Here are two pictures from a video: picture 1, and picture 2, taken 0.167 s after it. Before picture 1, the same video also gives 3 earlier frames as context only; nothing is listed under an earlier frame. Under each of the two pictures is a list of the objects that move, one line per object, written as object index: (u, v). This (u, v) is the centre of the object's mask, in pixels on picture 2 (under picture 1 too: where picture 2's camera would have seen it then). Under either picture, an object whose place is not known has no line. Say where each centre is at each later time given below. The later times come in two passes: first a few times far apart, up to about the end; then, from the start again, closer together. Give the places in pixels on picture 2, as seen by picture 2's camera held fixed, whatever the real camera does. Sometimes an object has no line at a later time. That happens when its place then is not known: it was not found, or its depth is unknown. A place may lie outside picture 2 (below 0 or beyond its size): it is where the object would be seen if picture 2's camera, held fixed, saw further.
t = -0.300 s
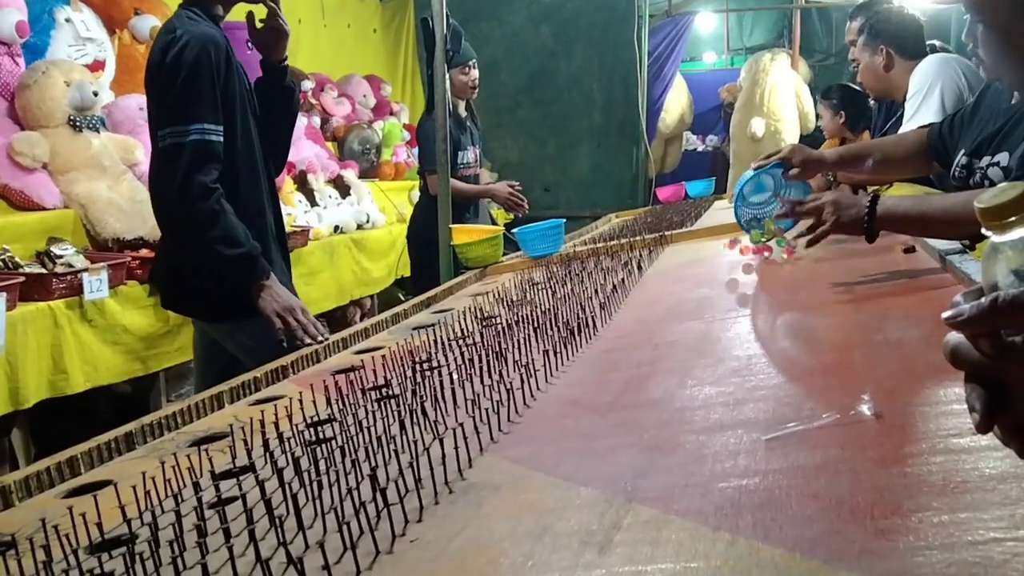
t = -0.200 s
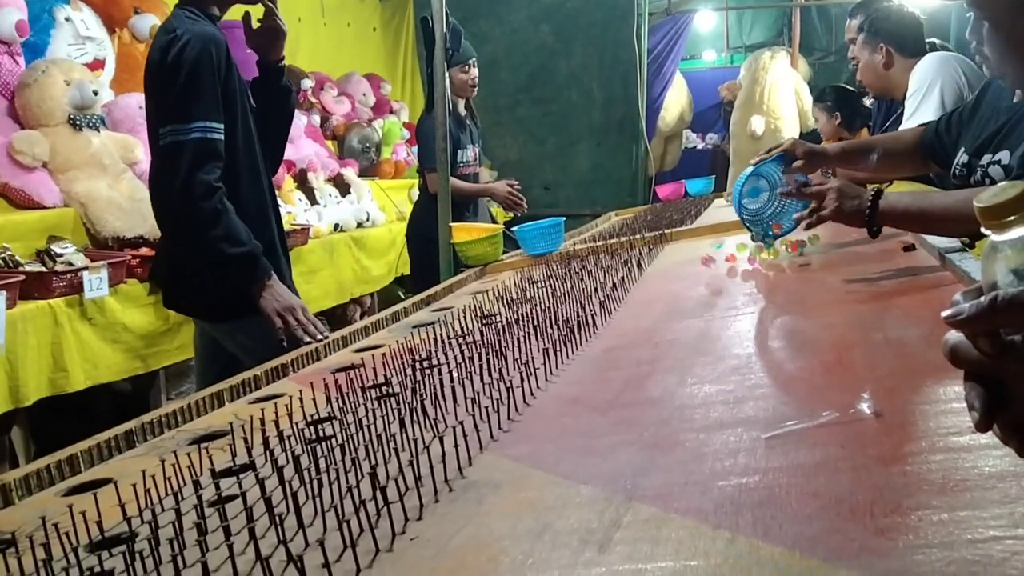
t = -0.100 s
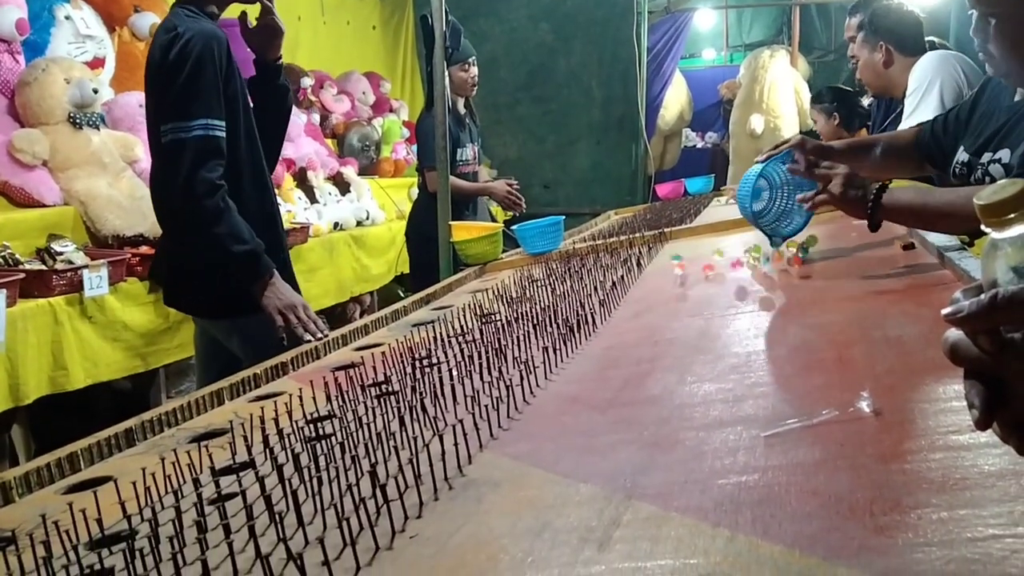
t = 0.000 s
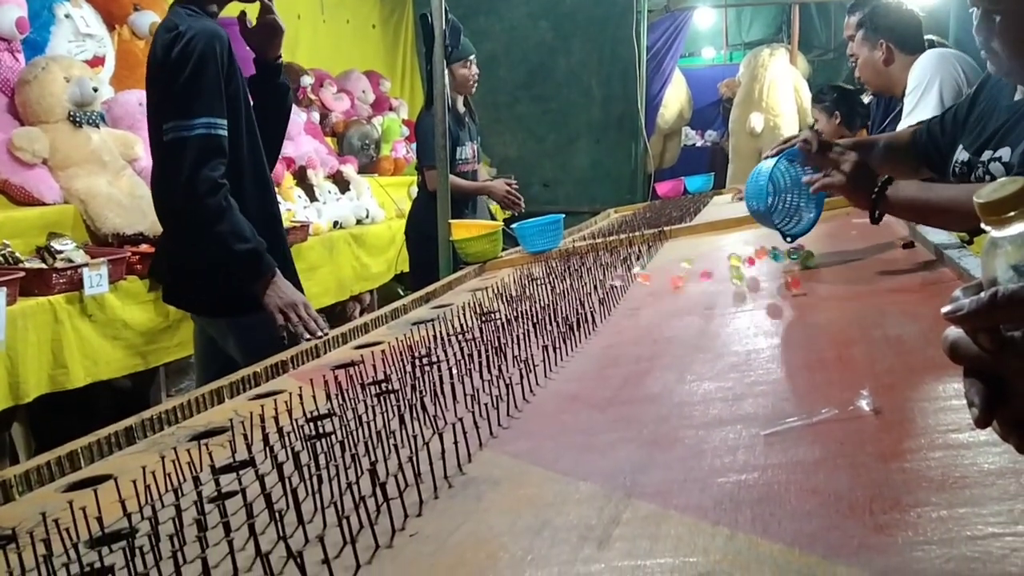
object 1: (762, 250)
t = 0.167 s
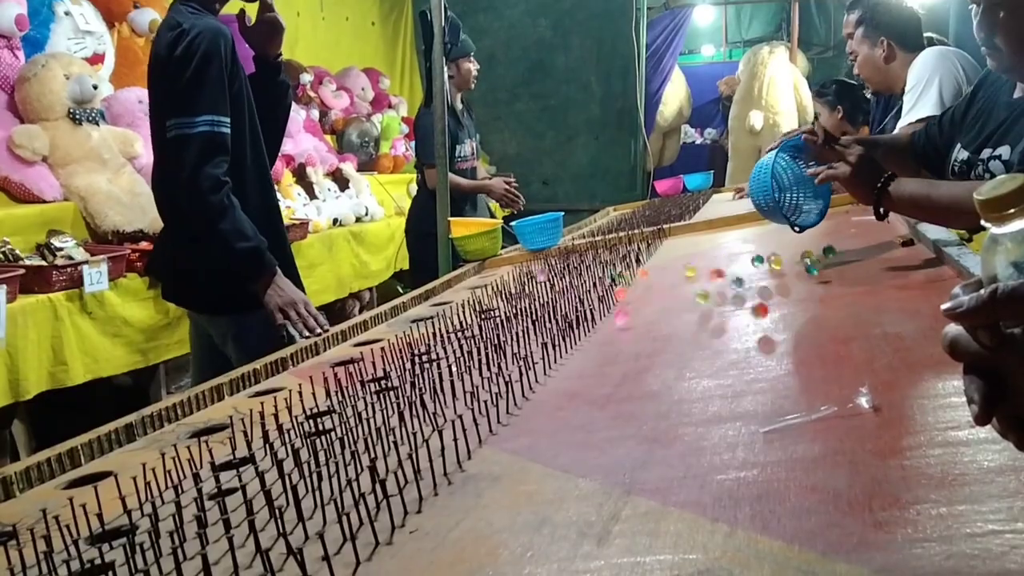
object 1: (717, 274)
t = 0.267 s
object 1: (674, 306)
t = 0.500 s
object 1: (581, 343)
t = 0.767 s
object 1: (538, 375)
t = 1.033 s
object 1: (535, 409)
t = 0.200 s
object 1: (707, 284)
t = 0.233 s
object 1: (689, 301)
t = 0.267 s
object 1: (674, 306)
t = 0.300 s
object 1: (655, 304)
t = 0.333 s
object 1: (636, 310)
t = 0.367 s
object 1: (616, 325)
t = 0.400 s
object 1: (594, 335)
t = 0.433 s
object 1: (571, 331)
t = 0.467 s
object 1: (575, 333)
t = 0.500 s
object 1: (581, 343)
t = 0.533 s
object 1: (581, 346)
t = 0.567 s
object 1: (572, 342)
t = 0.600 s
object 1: (566, 346)
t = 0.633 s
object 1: (558, 361)
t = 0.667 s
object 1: (553, 359)
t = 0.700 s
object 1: (549, 358)
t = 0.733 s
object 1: (542, 368)
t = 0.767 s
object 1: (538, 375)
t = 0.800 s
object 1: (543, 372)
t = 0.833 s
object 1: (551, 379)
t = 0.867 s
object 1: (556, 386)
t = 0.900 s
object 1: (551, 385)
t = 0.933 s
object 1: (546, 394)
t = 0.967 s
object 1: (542, 396)
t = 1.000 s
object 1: (540, 402)
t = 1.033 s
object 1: (535, 409)
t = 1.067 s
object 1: (526, 414)
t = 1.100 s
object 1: (514, 420)
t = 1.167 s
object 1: (494, 433)
